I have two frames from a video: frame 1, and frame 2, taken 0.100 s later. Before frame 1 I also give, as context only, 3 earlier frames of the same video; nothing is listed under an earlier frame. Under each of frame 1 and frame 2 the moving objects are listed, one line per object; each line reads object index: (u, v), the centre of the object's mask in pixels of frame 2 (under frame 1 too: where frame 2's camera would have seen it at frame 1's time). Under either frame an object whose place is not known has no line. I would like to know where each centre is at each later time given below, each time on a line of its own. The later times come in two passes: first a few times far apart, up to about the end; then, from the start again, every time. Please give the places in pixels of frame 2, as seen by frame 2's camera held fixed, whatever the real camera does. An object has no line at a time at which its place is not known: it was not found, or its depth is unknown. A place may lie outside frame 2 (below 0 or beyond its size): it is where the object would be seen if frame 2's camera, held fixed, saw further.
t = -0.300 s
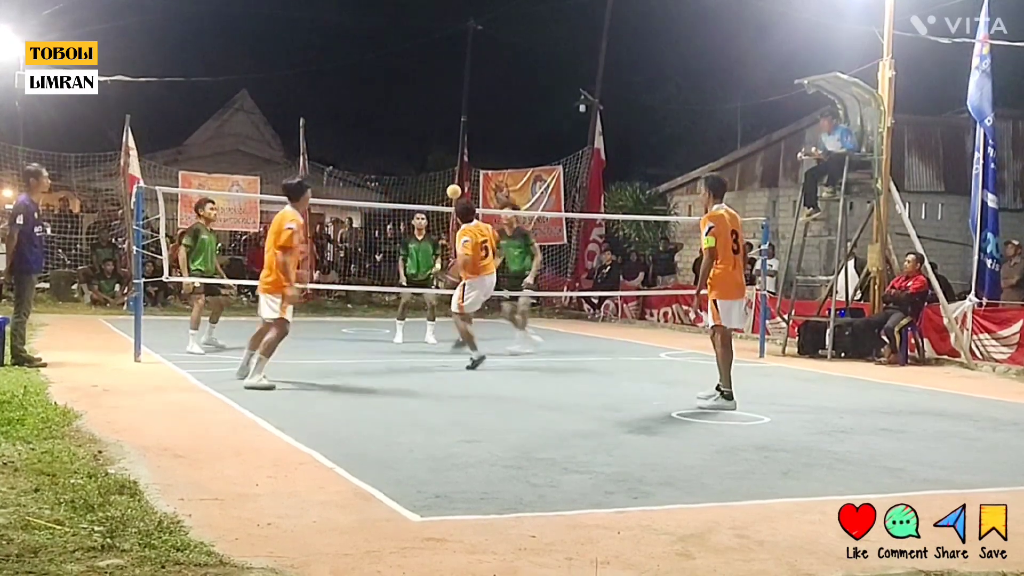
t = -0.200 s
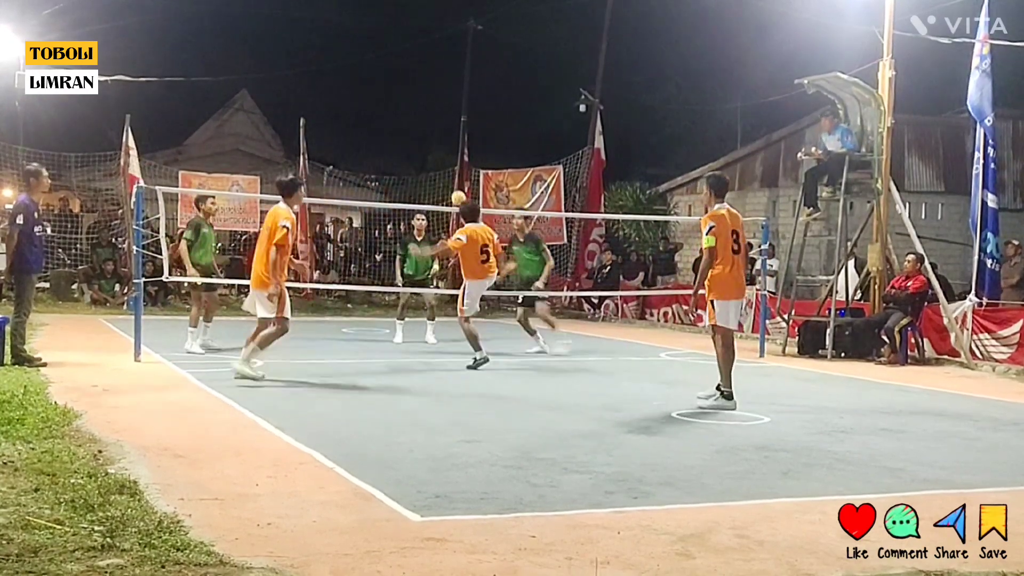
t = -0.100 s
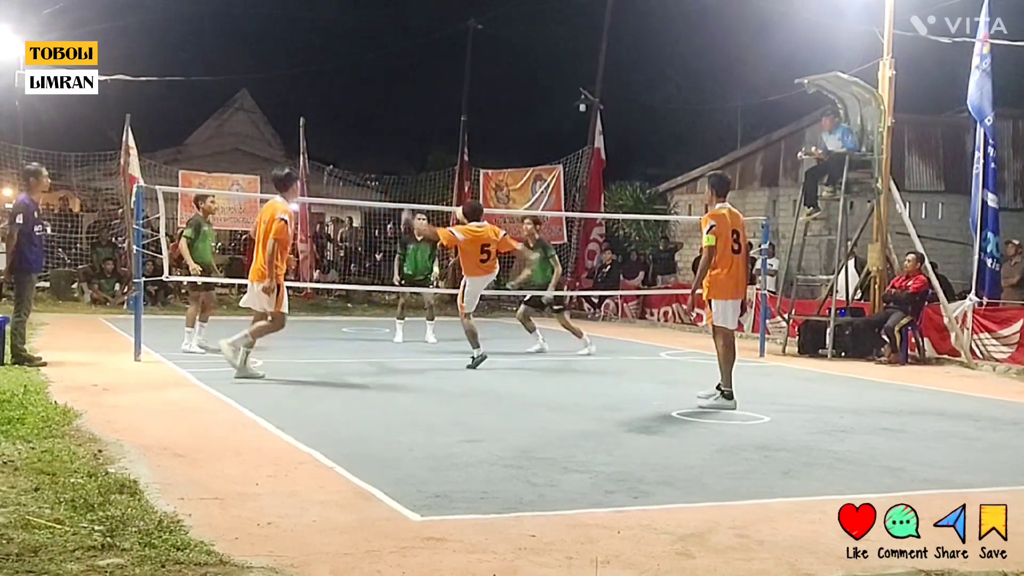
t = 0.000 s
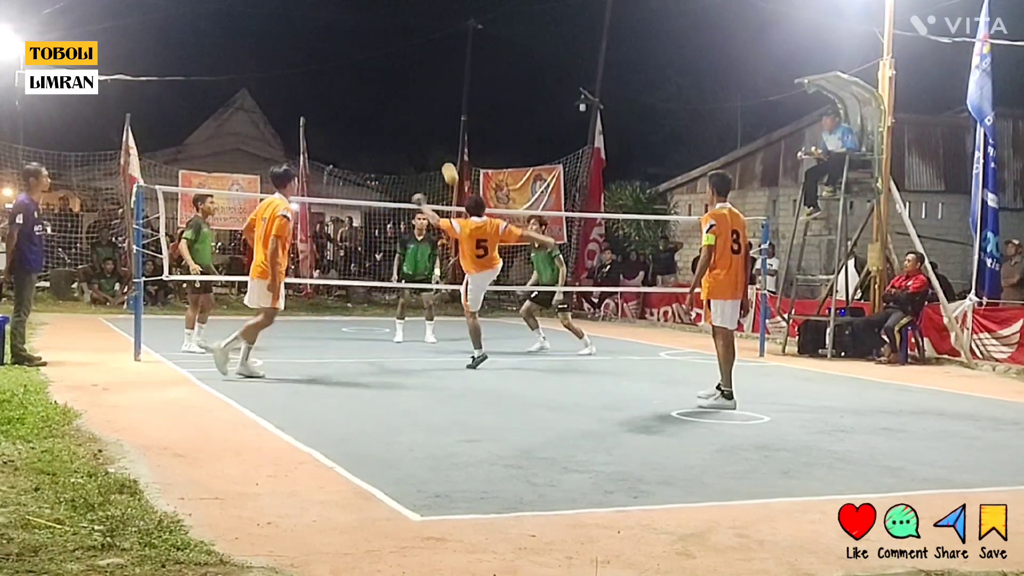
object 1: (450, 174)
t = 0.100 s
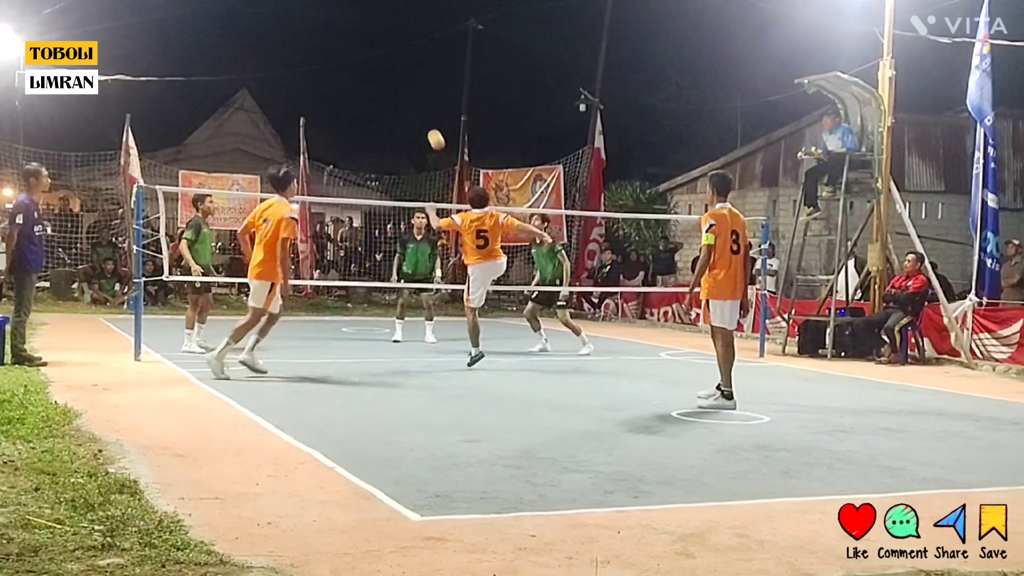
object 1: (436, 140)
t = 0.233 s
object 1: (417, 109)
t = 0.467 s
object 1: (383, 98)
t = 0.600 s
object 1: (363, 116)
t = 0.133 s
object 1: (431, 130)
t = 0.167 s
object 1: (427, 123)
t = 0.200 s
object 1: (422, 115)
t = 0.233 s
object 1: (417, 109)
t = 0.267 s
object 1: (412, 104)
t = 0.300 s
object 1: (408, 101)
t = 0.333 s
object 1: (402, 98)
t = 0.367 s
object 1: (398, 96)
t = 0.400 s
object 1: (393, 96)
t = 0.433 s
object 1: (388, 96)
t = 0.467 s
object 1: (383, 98)
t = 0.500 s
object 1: (378, 101)
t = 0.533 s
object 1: (373, 105)
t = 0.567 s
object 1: (368, 110)
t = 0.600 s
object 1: (363, 116)
